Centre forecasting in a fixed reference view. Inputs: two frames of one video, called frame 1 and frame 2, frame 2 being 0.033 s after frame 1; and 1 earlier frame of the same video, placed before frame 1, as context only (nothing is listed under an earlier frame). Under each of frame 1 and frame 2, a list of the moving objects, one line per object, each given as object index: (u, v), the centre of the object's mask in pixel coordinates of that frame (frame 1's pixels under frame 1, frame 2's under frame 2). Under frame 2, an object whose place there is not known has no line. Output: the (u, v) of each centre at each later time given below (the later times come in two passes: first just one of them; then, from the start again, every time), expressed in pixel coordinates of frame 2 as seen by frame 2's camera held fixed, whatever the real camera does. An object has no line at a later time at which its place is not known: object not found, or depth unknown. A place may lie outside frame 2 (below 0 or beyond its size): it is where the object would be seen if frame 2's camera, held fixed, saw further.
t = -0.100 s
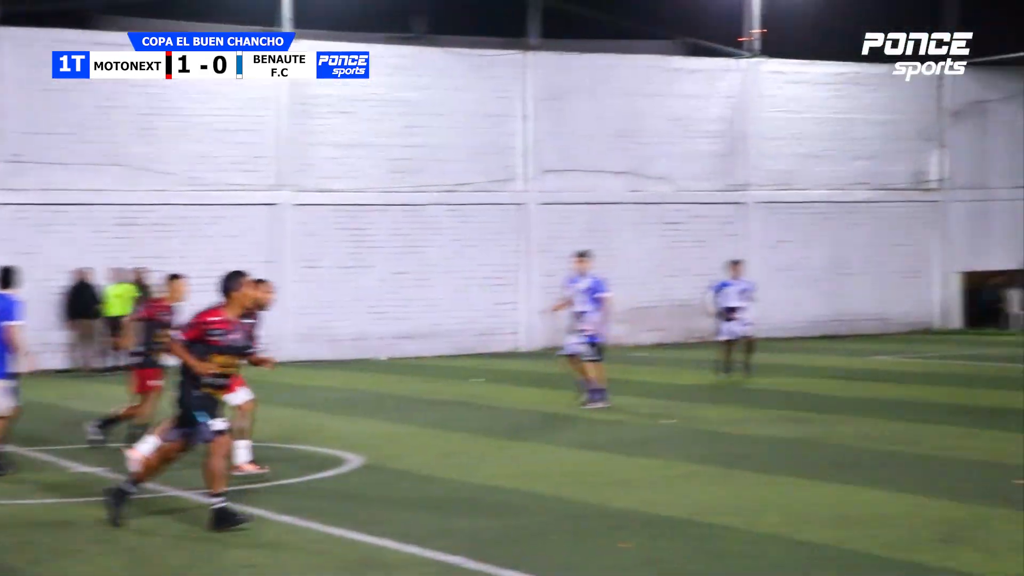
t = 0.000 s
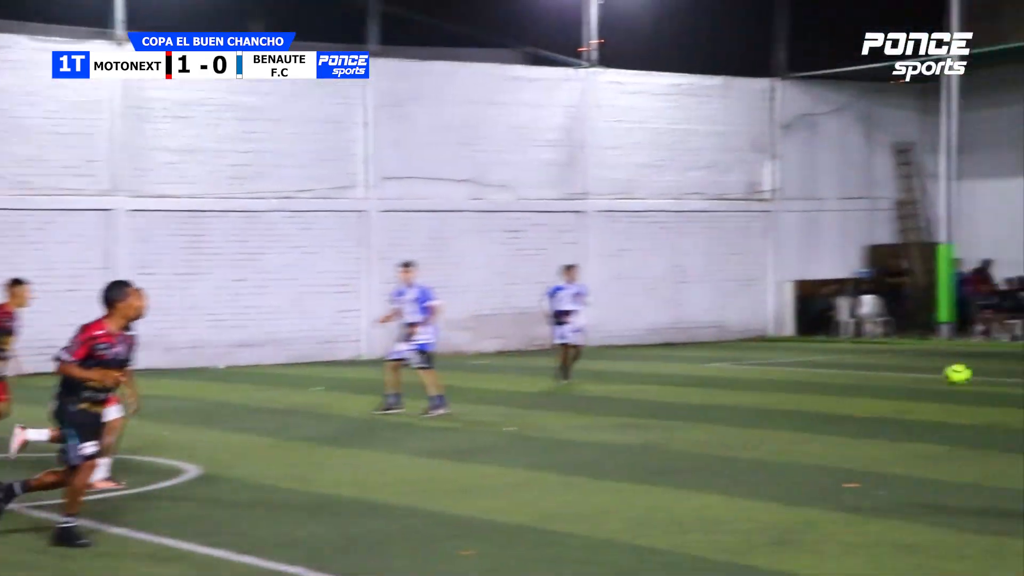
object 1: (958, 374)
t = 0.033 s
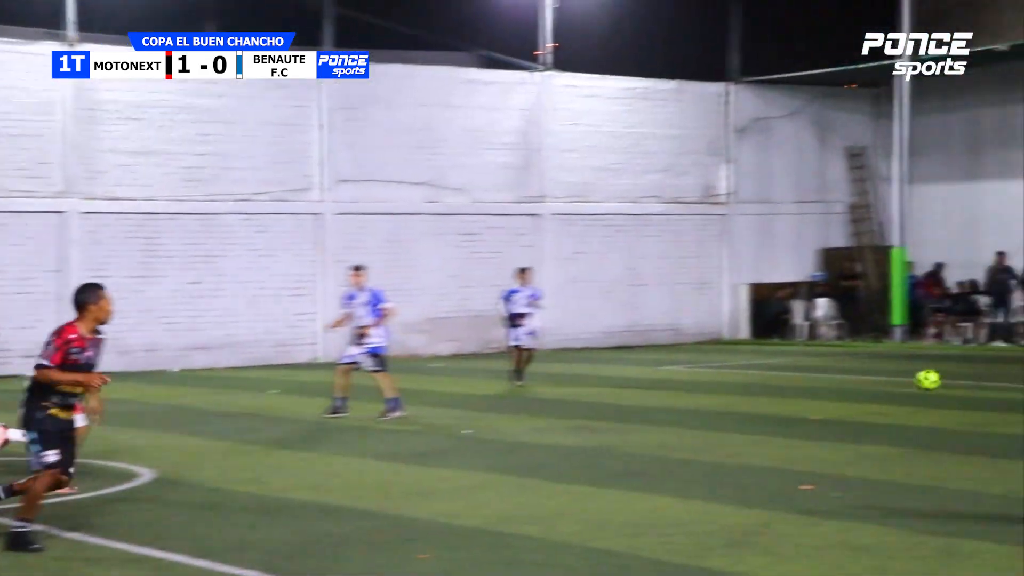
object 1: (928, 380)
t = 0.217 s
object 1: (1016, 396)
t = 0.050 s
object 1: (936, 382)
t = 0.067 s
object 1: (945, 384)
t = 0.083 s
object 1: (953, 387)
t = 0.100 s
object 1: (961, 390)
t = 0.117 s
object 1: (970, 393)
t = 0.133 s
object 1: (978, 396)
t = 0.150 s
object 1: (987, 400)
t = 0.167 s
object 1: (995, 404)
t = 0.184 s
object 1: (1001, 402)
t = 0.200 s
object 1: (1009, 399)
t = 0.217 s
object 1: (1016, 396)
